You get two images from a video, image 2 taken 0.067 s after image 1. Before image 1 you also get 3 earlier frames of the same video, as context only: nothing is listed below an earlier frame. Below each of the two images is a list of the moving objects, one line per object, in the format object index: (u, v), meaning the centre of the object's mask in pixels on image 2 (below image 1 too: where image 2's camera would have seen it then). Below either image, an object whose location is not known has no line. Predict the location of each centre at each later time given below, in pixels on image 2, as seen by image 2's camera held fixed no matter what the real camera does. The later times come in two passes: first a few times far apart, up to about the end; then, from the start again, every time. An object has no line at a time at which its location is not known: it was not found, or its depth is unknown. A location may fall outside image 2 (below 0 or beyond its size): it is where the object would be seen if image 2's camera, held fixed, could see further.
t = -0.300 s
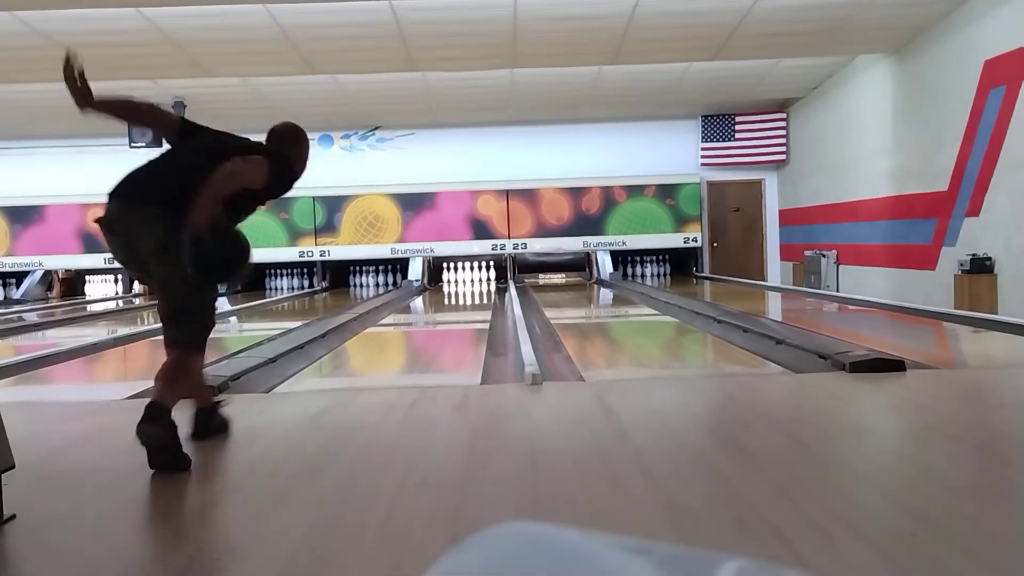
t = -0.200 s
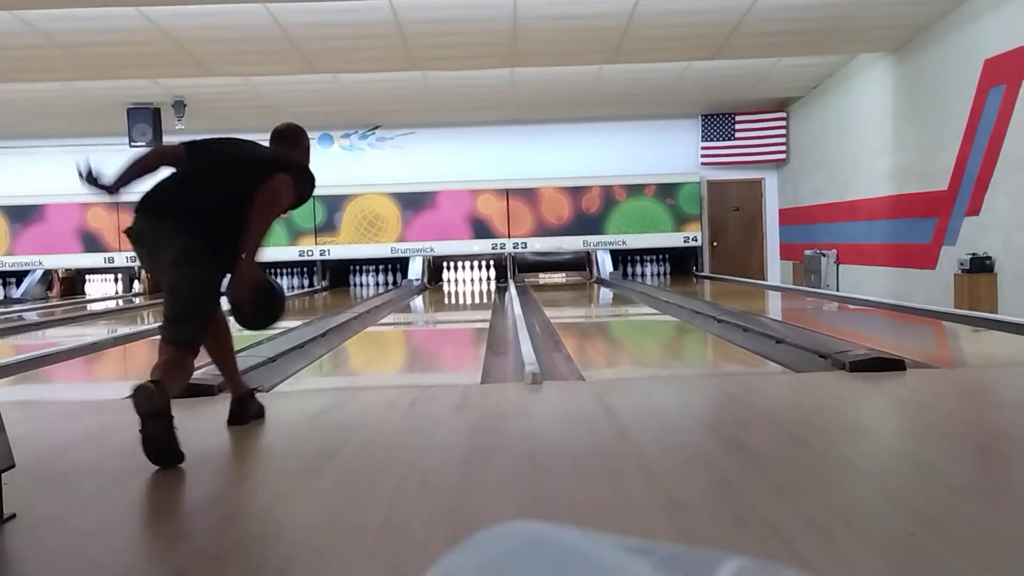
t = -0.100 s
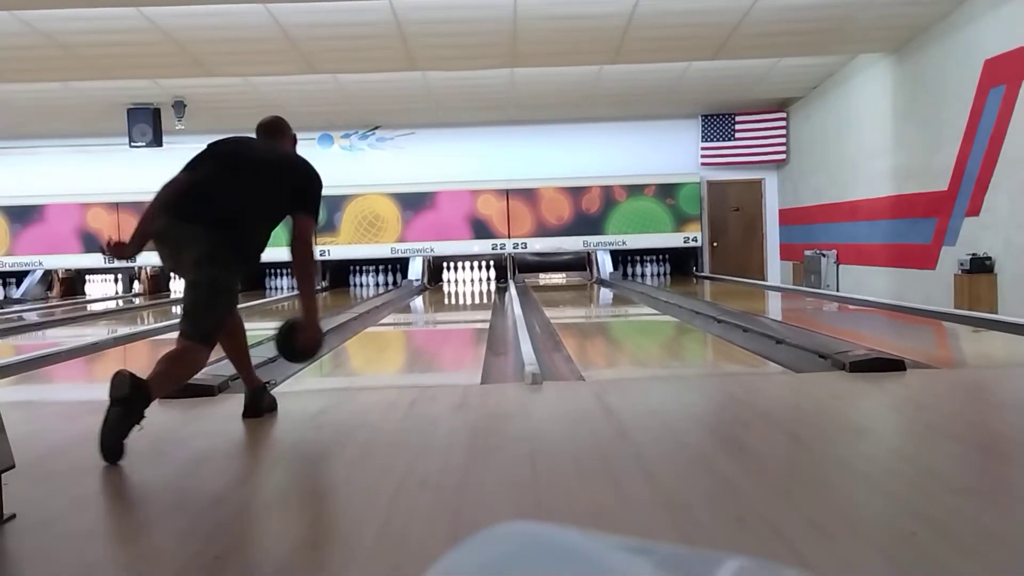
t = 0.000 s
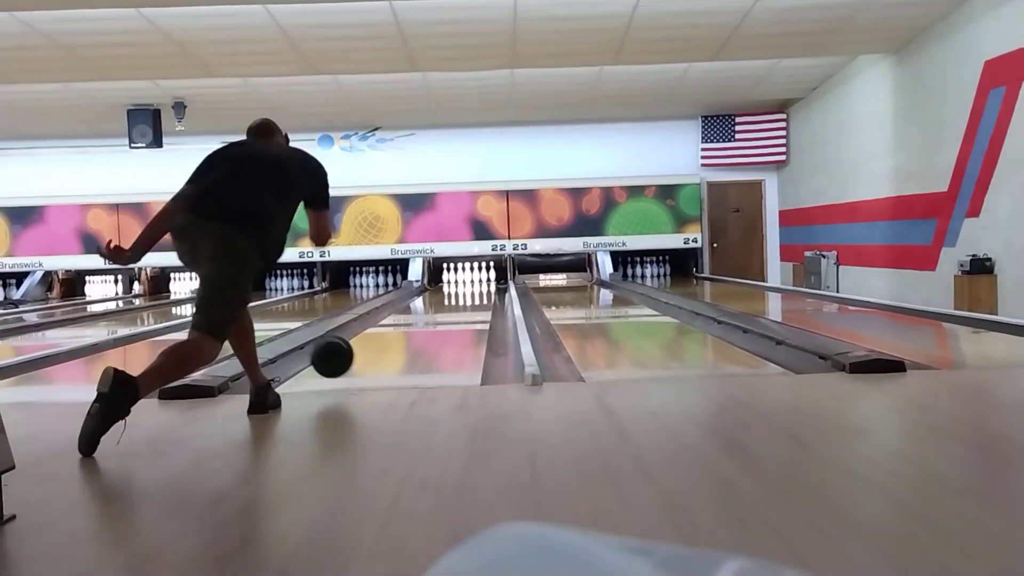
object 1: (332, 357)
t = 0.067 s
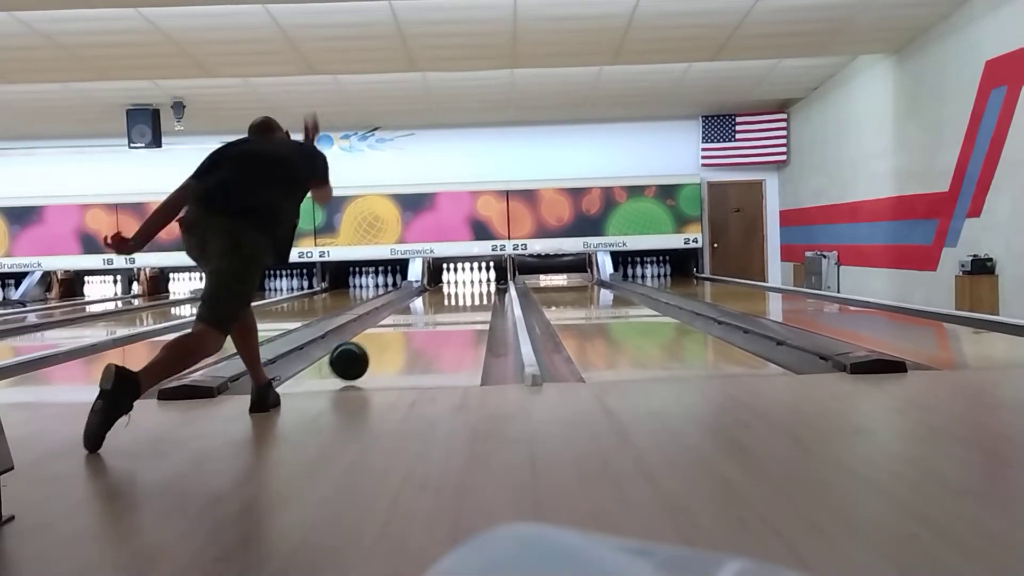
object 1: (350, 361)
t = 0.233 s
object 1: (381, 344)
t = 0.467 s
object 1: (411, 326)
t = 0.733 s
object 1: (433, 312)
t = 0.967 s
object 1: (447, 304)
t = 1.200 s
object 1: (457, 297)
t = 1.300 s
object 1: (460, 295)
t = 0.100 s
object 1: (356, 354)
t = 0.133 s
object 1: (363, 351)
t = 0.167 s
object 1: (369, 349)
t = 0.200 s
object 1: (375, 347)
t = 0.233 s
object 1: (381, 344)
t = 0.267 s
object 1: (386, 341)
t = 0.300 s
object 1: (391, 338)
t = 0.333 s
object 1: (395, 335)
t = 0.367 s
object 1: (399, 332)
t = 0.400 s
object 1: (404, 330)
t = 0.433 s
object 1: (407, 328)
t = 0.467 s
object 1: (411, 326)
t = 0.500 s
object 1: (414, 324)
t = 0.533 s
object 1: (417, 322)
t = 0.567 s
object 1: (420, 319)
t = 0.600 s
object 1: (423, 318)
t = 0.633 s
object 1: (426, 316)
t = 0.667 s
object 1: (429, 315)
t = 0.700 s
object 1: (432, 314)
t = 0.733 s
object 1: (433, 312)
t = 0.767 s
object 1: (436, 311)
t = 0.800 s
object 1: (438, 310)
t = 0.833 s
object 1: (440, 309)
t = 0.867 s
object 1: (442, 307)
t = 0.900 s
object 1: (444, 306)
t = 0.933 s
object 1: (446, 305)
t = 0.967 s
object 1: (447, 304)
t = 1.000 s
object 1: (449, 303)
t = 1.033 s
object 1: (451, 302)
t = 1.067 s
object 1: (452, 301)
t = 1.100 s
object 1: (453, 300)
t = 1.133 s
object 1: (455, 299)
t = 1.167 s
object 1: (456, 298)
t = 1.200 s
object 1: (457, 297)
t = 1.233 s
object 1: (458, 296)
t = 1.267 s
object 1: (458, 296)
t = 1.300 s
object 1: (460, 295)
